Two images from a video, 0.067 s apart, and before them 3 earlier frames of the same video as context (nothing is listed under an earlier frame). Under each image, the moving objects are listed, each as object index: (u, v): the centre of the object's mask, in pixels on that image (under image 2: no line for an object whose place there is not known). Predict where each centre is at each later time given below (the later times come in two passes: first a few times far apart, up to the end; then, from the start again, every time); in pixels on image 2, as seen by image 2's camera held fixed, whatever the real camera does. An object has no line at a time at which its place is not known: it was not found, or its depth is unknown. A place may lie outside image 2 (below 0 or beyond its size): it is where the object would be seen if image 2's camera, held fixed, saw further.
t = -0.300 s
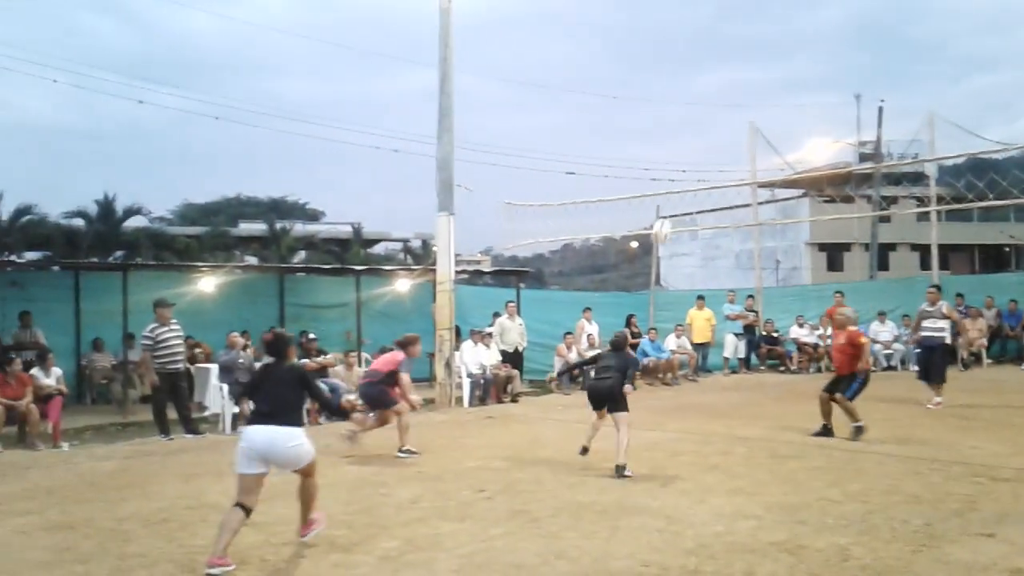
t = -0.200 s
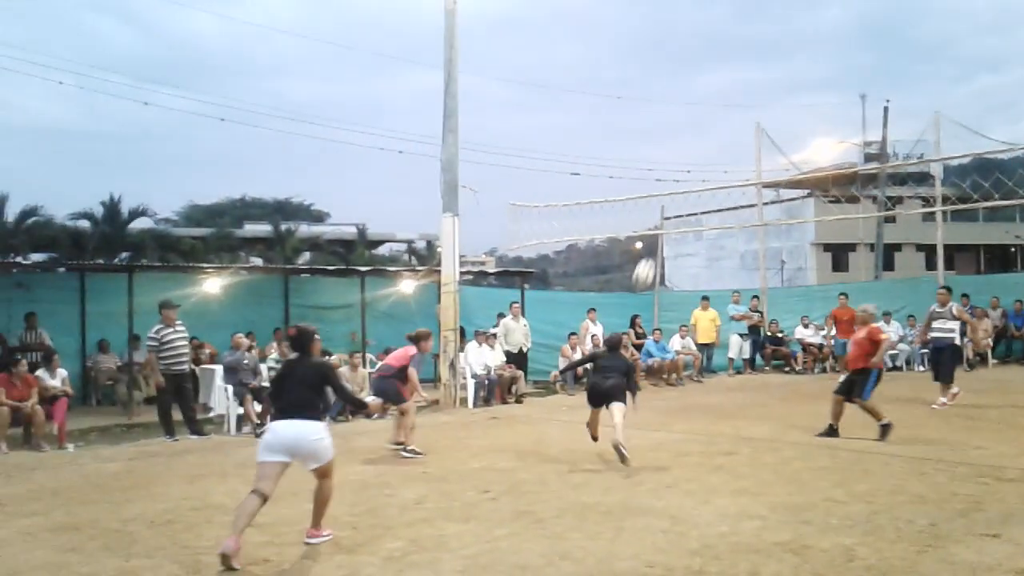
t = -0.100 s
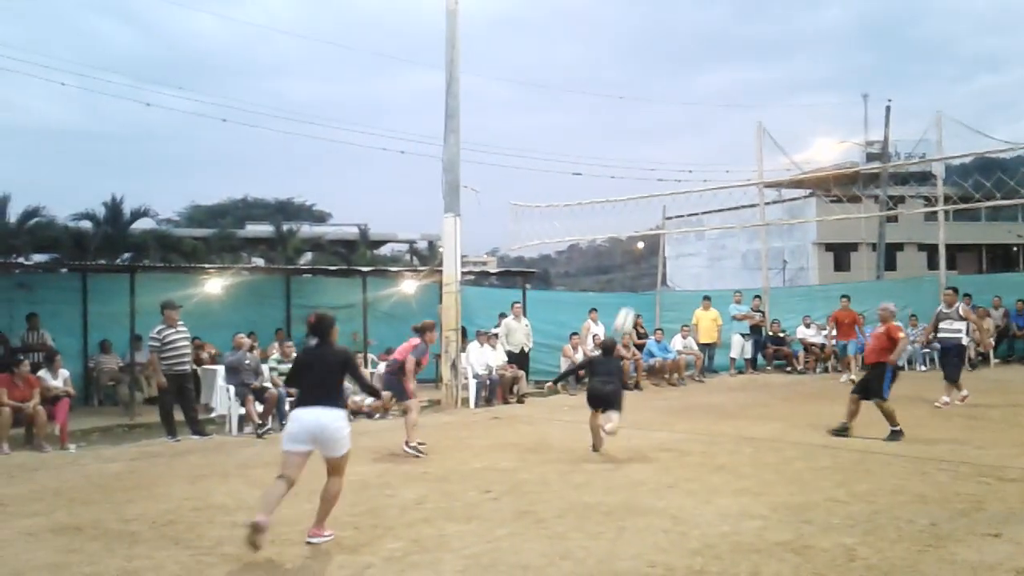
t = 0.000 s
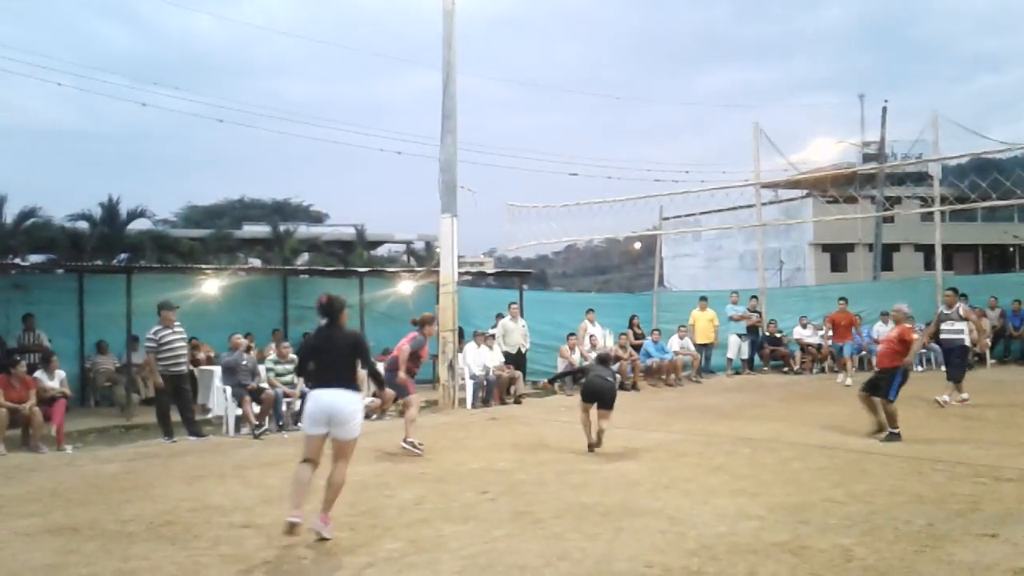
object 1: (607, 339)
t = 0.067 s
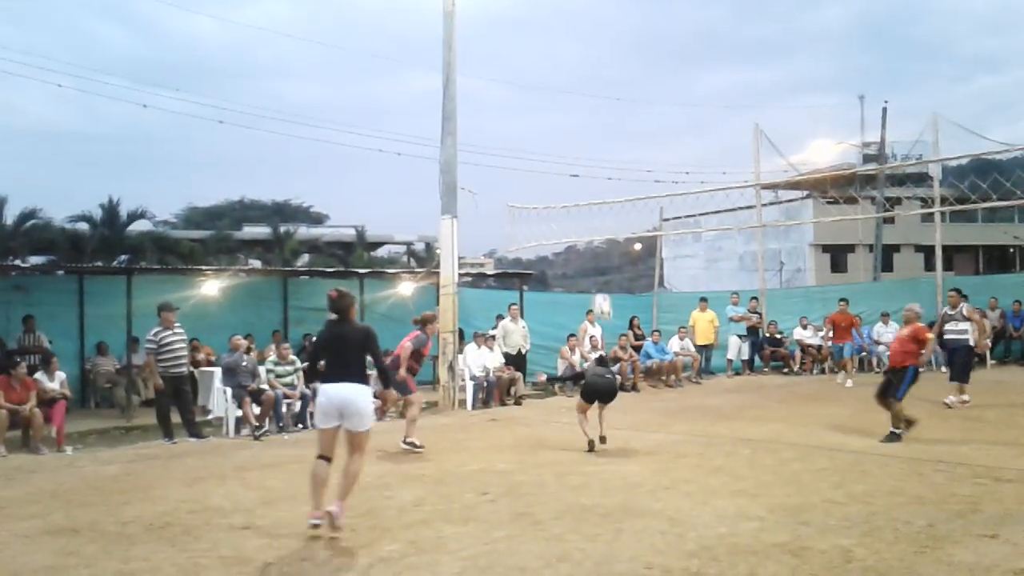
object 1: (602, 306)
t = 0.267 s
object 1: (595, 218)
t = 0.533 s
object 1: (584, 155)
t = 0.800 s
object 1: (576, 149)
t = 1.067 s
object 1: (570, 204)
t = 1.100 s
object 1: (569, 214)
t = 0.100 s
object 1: (600, 290)
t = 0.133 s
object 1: (599, 275)
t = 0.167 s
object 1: (597, 259)
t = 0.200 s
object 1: (596, 246)
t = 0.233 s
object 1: (595, 231)
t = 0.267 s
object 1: (595, 218)
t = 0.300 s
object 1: (592, 208)
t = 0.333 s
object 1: (591, 197)
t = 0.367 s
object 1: (590, 189)
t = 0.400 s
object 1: (588, 180)
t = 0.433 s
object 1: (588, 172)
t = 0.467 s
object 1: (586, 165)
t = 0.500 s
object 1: (585, 160)
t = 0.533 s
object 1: (584, 155)
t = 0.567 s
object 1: (582, 151)
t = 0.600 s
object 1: (582, 148)
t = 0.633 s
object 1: (581, 146)
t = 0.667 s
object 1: (580, 145)
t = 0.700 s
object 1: (579, 145)
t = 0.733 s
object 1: (578, 145)
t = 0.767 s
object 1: (577, 147)
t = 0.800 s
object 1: (576, 149)
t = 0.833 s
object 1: (575, 153)
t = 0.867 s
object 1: (575, 157)
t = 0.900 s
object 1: (574, 163)
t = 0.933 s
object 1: (573, 169)
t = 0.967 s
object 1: (573, 176)
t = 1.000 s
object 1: (572, 185)
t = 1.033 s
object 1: (572, 193)
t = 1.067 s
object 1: (570, 204)
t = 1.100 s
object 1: (569, 214)
